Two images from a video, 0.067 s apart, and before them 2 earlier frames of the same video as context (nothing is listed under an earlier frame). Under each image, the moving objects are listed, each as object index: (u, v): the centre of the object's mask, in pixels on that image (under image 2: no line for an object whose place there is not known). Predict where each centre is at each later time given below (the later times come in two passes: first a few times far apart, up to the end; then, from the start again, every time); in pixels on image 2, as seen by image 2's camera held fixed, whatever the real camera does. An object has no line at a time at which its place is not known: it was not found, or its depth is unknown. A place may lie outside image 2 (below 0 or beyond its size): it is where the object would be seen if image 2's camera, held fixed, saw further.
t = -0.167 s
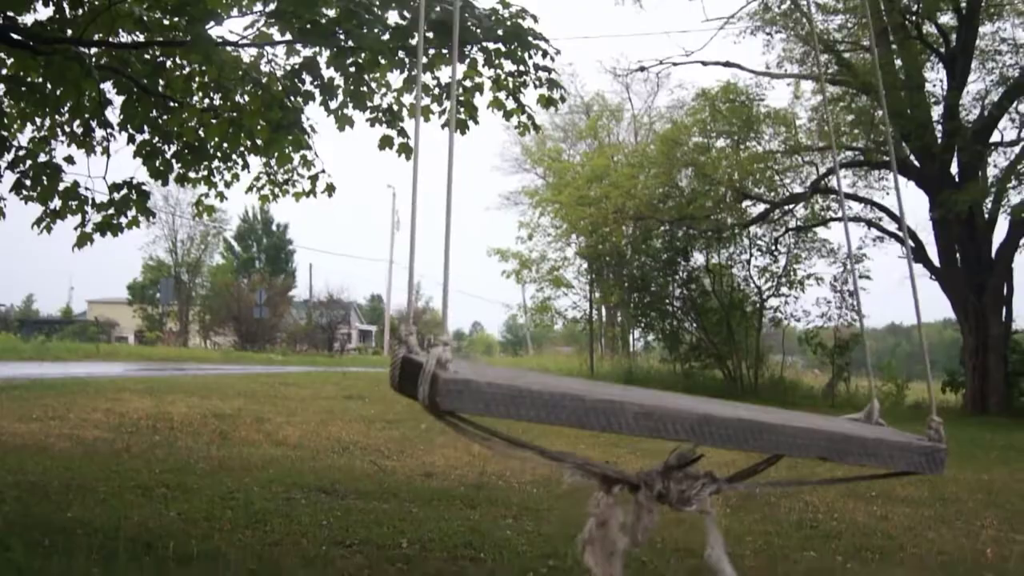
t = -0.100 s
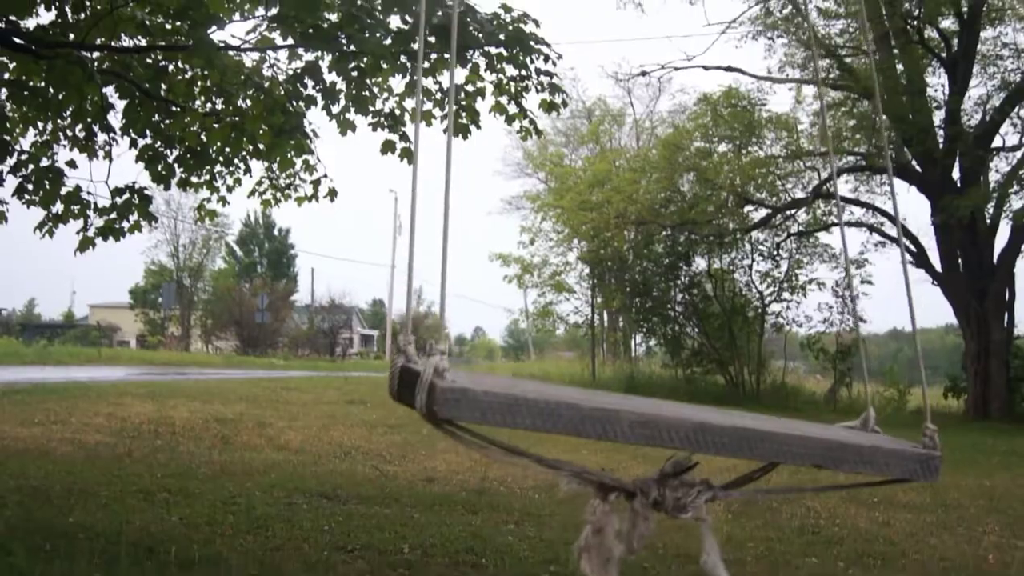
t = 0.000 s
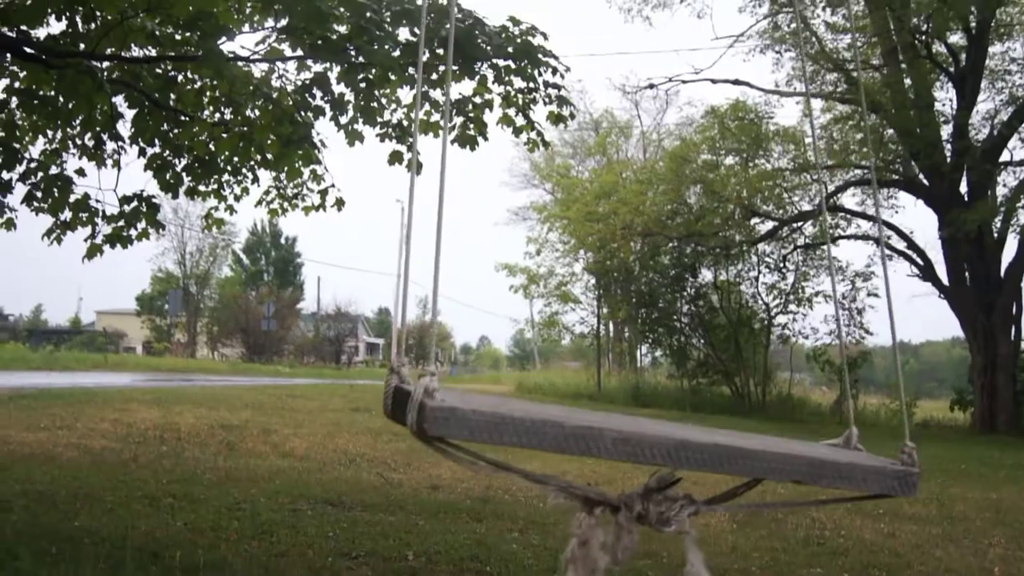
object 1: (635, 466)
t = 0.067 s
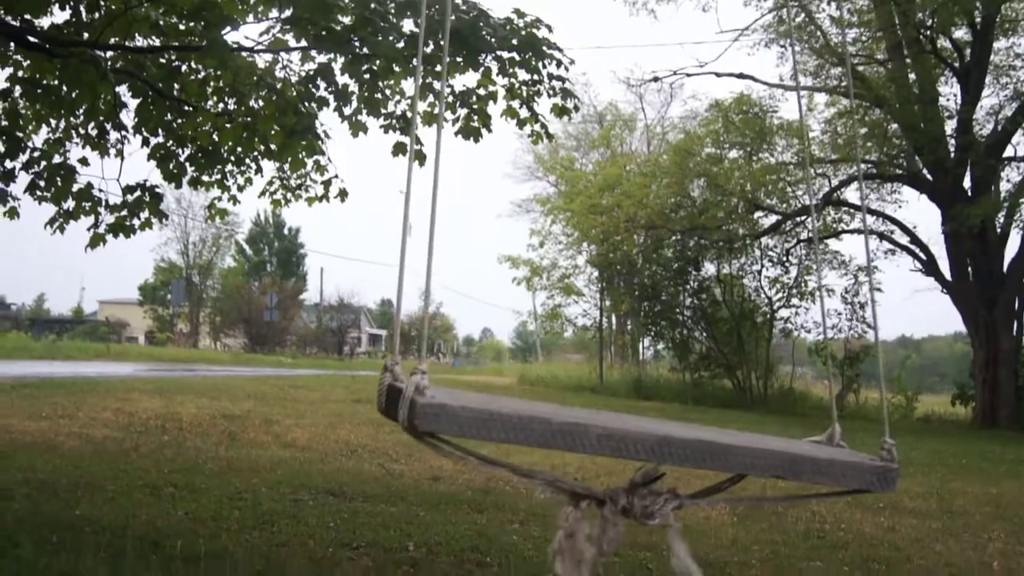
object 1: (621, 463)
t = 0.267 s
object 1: (575, 470)
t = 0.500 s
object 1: (521, 465)
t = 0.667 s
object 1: (494, 454)
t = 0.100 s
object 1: (613, 465)
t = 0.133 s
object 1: (606, 467)
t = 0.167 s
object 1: (598, 467)
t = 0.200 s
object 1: (589, 467)
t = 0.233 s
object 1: (582, 469)
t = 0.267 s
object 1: (575, 470)
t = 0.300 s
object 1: (561, 469)
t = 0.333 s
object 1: (554, 469)
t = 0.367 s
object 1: (546, 469)
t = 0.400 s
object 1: (545, 469)
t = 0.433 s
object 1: (539, 469)
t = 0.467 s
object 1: (532, 467)
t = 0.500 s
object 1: (521, 465)
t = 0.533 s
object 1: (520, 463)
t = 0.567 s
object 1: (510, 461)
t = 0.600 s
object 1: (509, 459)
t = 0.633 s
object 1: (500, 456)
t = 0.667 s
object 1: (494, 454)
